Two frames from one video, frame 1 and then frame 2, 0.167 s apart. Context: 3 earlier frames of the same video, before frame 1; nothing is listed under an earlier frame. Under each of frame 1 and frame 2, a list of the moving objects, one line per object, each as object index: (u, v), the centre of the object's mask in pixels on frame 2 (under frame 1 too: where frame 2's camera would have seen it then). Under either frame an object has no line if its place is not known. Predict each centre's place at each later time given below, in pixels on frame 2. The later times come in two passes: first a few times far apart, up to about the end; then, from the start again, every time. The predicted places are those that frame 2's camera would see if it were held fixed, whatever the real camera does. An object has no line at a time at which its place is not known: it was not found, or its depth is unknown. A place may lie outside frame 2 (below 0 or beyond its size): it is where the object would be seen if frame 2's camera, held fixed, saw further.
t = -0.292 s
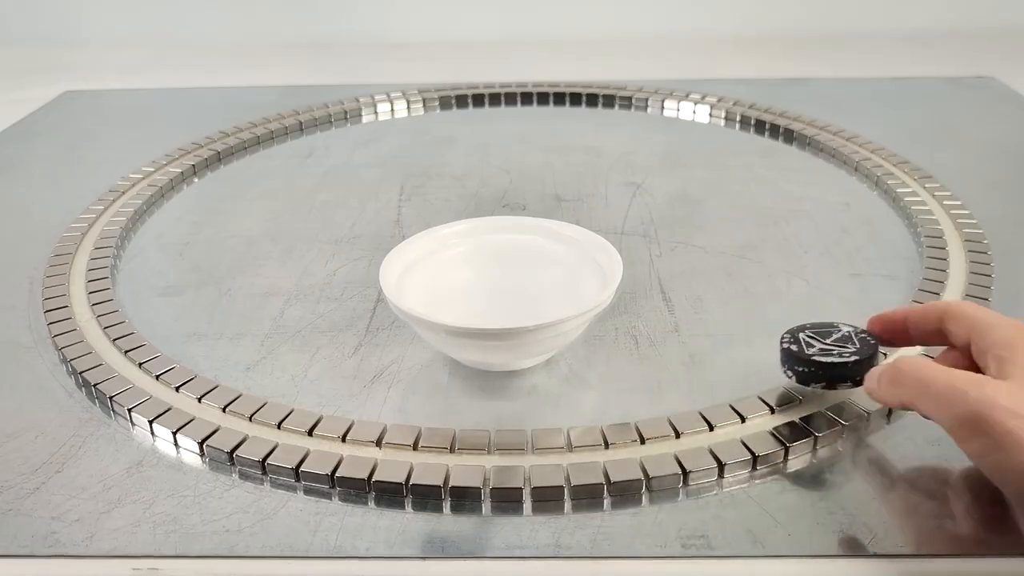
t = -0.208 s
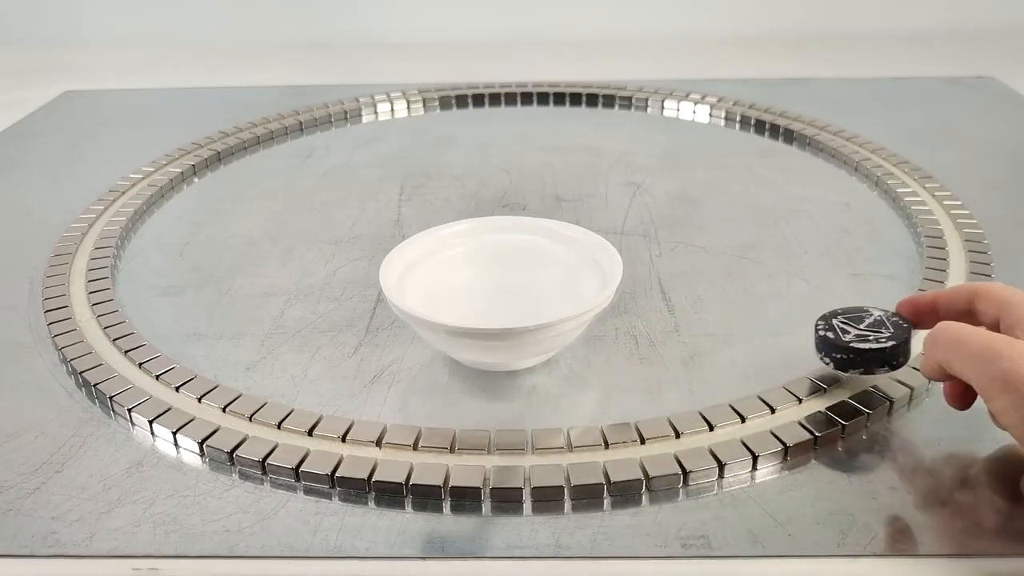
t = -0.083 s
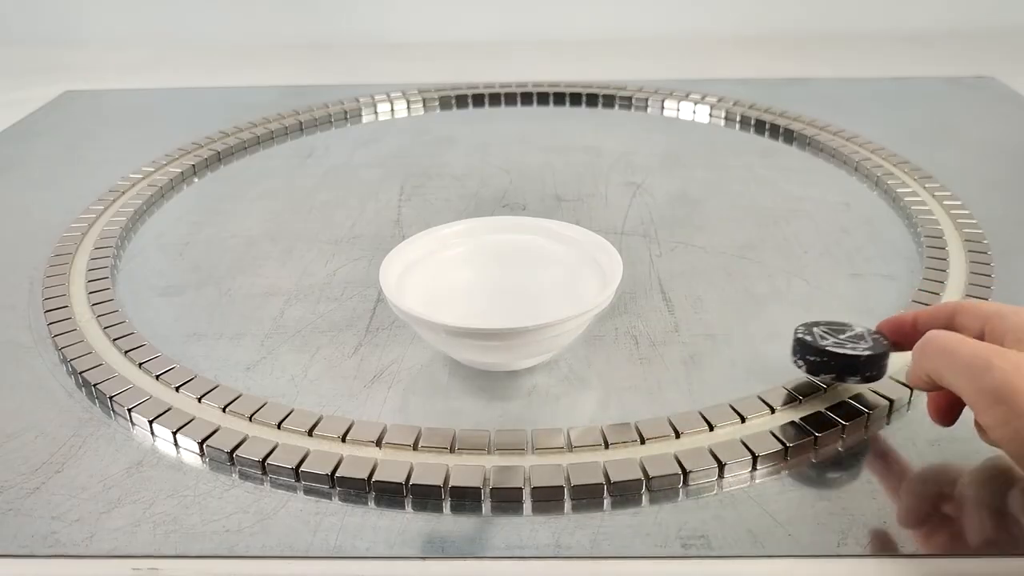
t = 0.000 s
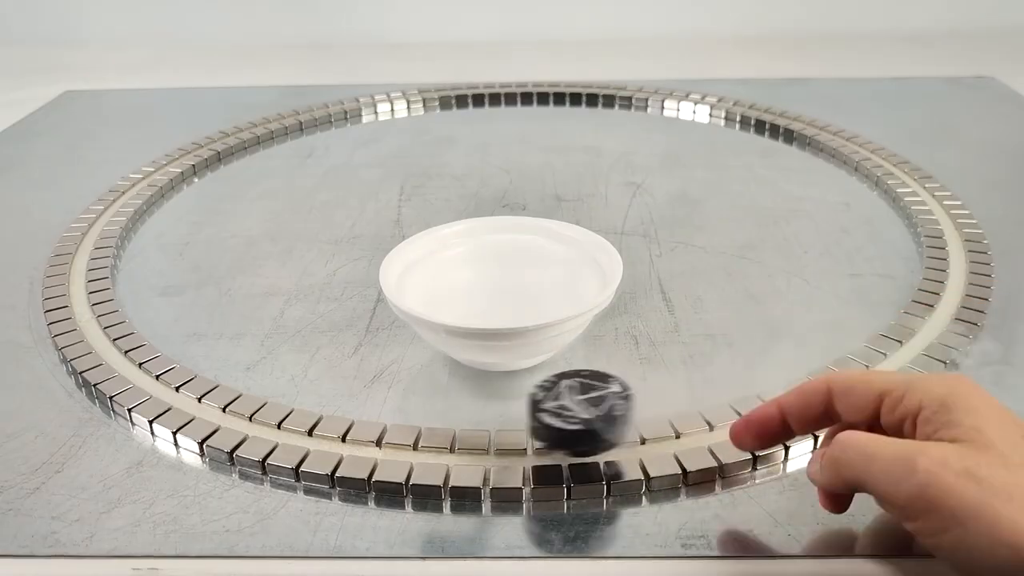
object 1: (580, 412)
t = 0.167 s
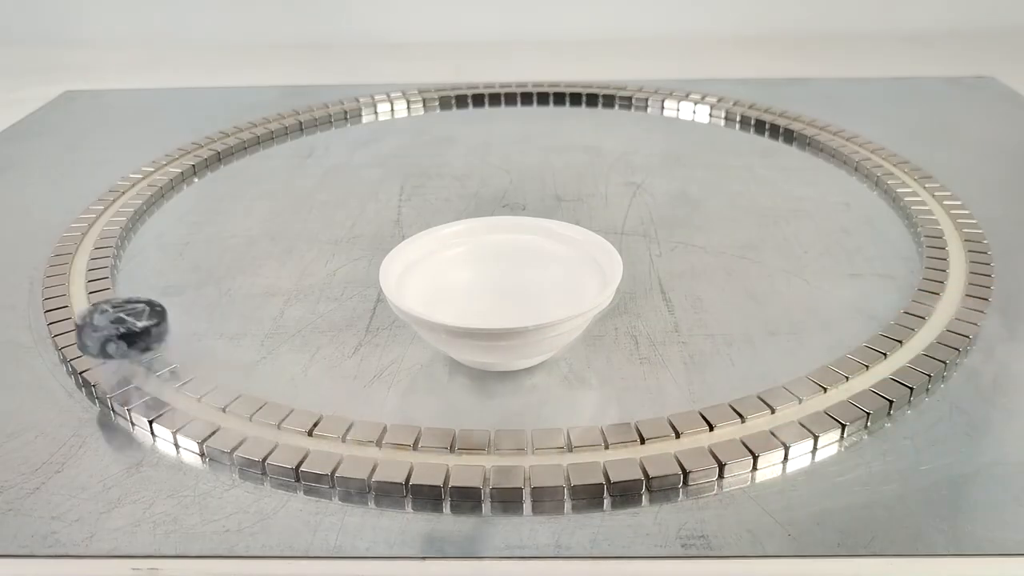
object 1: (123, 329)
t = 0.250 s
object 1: (75, 236)
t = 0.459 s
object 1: (258, 102)
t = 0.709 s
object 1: (635, 69)
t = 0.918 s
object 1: (914, 154)
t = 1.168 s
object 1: (736, 387)
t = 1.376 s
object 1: (127, 330)
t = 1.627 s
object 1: (172, 138)
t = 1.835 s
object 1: (431, 70)
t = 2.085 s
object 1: (785, 94)
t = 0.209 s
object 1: (85, 290)
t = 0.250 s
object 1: (75, 236)
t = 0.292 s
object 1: (90, 203)
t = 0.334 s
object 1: (112, 175)
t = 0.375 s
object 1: (171, 138)
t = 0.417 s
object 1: (212, 118)
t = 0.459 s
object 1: (258, 102)
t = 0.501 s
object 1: (337, 84)
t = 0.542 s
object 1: (389, 74)
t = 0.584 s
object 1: (444, 69)
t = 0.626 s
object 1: (526, 65)
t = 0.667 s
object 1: (581, 66)
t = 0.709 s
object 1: (635, 69)
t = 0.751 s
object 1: (715, 79)
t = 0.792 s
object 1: (766, 89)
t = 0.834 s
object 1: (814, 104)
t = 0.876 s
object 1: (879, 131)
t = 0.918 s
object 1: (914, 154)
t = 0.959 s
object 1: (942, 181)
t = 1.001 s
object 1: (961, 229)
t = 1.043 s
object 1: (954, 265)
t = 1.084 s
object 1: (923, 302)
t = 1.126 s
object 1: (830, 358)
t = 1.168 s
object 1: (736, 387)
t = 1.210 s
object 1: (623, 409)
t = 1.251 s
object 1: (437, 414)
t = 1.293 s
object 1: (321, 402)
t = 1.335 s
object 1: (220, 380)
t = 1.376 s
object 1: (127, 330)
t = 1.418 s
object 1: (88, 297)
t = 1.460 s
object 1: (72, 262)
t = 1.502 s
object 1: (79, 228)
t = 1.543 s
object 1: (103, 184)
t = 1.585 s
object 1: (135, 158)
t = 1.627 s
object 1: (172, 138)
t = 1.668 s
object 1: (233, 109)
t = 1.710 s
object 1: (256, 103)
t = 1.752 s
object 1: (305, 91)
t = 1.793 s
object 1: (379, 76)
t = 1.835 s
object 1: (431, 70)
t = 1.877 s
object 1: (482, 67)
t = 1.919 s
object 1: (560, 66)
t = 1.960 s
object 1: (612, 68)
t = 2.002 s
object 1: (663, 72)
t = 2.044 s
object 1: (738, 83)
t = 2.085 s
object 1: (785, 94)
